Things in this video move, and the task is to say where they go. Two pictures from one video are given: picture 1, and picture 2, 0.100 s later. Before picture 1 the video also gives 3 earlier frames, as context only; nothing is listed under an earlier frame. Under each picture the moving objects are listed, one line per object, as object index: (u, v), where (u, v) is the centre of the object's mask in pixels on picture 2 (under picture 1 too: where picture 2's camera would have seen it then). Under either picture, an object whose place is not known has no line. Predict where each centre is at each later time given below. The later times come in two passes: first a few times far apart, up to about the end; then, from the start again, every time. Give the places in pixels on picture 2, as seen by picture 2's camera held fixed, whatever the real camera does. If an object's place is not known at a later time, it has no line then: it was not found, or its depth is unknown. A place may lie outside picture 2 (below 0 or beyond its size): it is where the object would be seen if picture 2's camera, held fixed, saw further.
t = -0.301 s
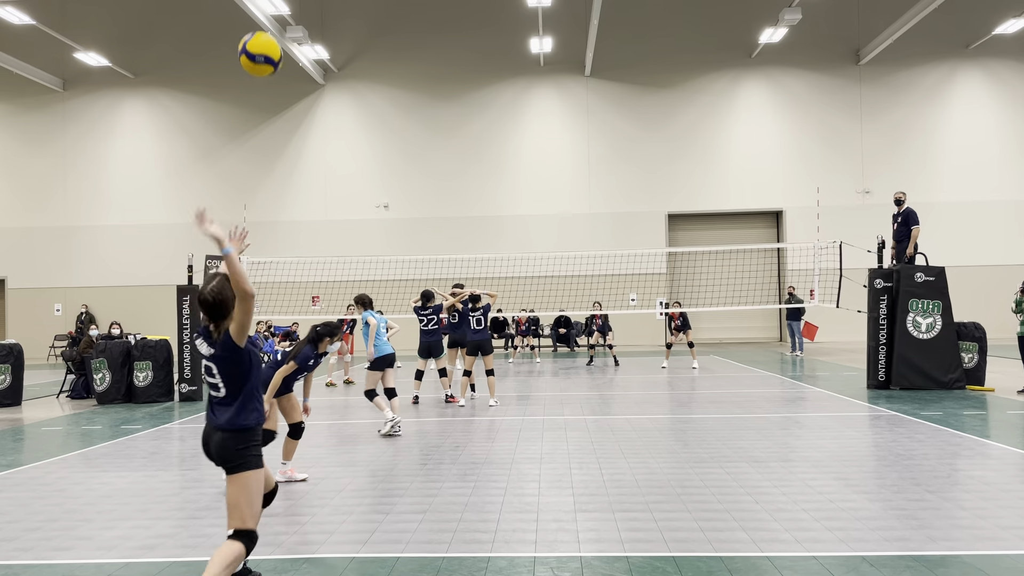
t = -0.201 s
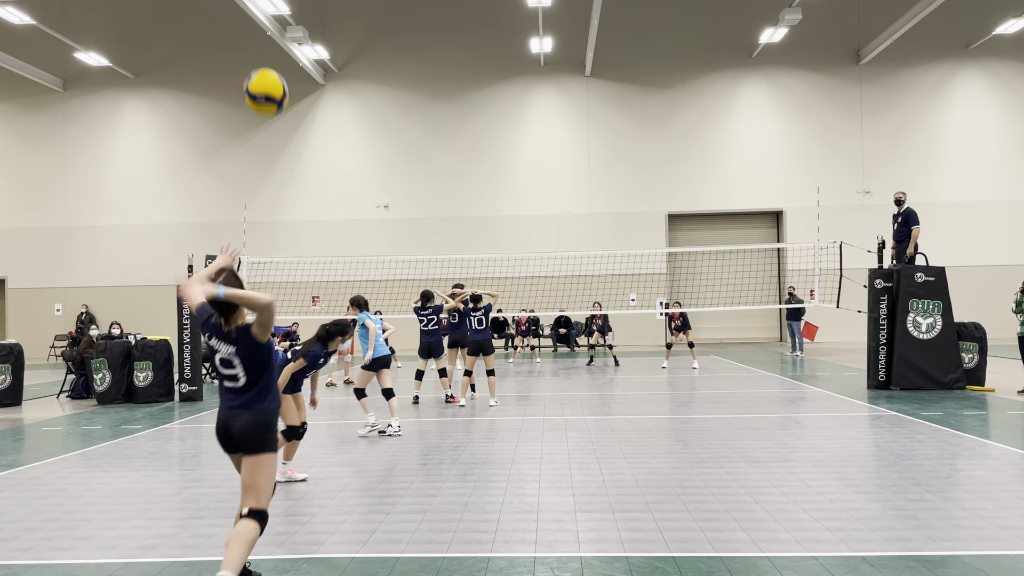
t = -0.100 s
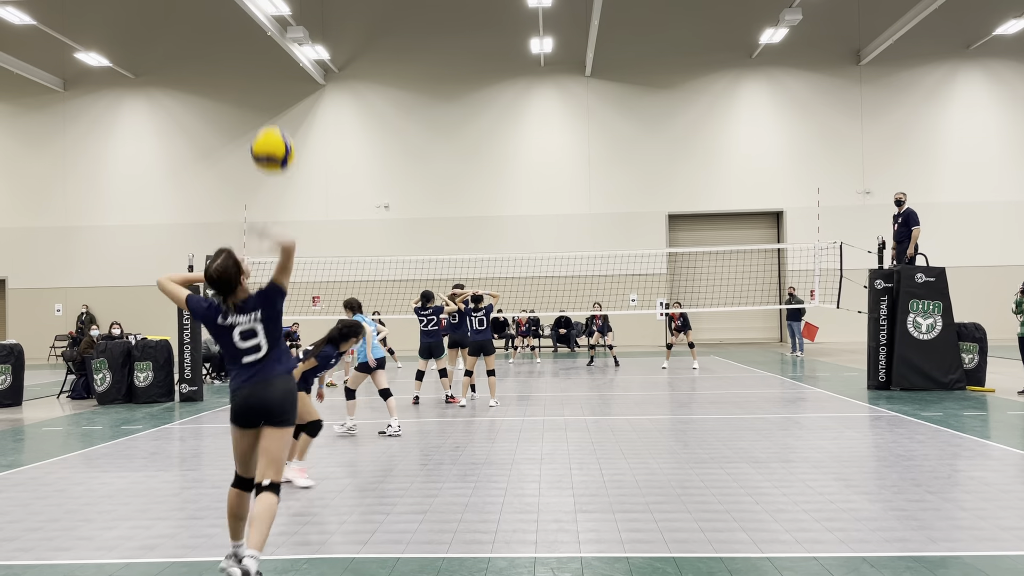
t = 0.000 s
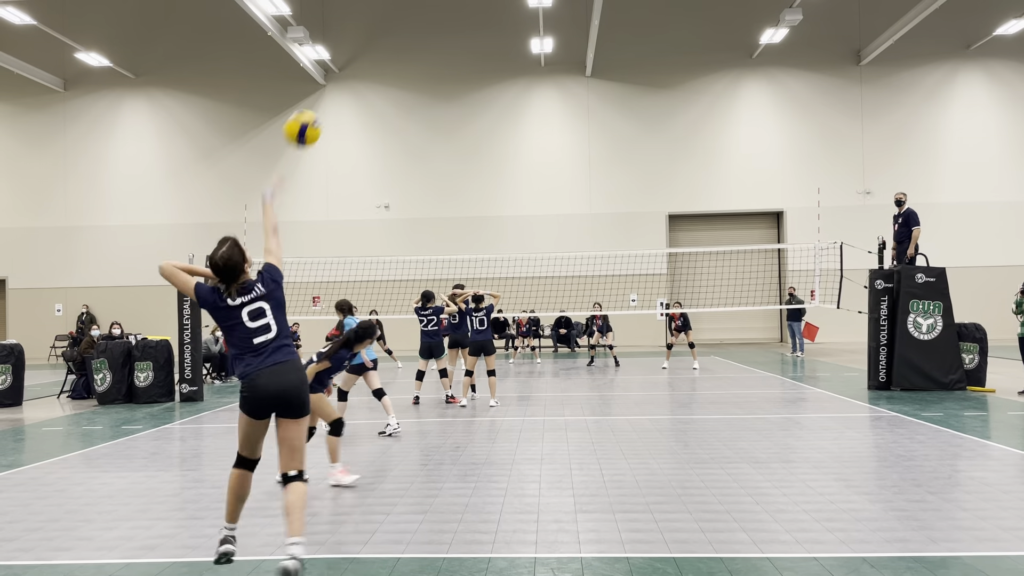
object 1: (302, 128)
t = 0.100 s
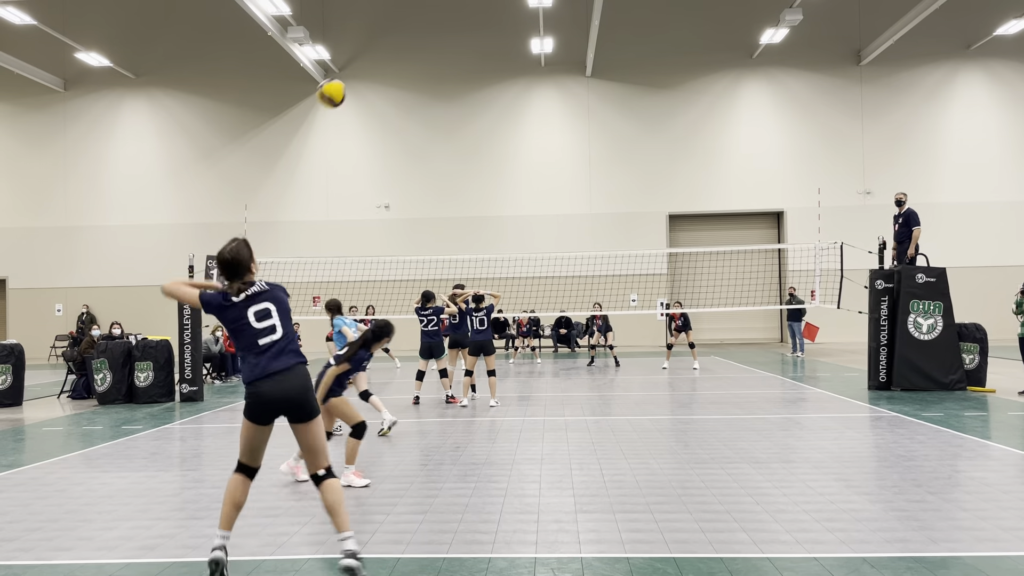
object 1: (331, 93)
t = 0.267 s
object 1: (364, 80)
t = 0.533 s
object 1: (399, 112)
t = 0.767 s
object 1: (418, 163)
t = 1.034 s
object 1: (431, 235)
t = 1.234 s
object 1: (437, 293)
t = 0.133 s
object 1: (339, 87)
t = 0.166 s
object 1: (346, 83)
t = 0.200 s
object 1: (353, 80)
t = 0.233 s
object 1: (359, 79)
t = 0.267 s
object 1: (364, 80)
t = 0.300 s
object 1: (369, 81)
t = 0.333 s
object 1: (374, 84)
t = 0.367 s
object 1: (379, 87)
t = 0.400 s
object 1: (384, 90)
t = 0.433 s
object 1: (388, 95)
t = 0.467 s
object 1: (392, 100)
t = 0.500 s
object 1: (396, 106)
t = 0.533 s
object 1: (399, 112)
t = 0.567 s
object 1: (402, 118)
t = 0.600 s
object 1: (405, 125)
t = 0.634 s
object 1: (408, 132)
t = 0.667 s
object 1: (411, 140)
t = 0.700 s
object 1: (413, 147)
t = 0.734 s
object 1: (416, 156)
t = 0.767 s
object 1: (418, 163)
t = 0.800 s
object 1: (420, 171)
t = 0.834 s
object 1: (422, 180)
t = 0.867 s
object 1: (423, 188)
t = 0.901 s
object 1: (425, 197)
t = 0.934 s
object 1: (426, 206)
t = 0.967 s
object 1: (428, 215)
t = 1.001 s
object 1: (430, 225)
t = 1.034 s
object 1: (431, 235)
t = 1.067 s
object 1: (432, 244)
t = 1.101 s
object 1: (434, 252)
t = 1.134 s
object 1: (435, 263)
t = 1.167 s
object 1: (435, 273)
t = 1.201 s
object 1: (436, 282)
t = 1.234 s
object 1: (437, 293)
